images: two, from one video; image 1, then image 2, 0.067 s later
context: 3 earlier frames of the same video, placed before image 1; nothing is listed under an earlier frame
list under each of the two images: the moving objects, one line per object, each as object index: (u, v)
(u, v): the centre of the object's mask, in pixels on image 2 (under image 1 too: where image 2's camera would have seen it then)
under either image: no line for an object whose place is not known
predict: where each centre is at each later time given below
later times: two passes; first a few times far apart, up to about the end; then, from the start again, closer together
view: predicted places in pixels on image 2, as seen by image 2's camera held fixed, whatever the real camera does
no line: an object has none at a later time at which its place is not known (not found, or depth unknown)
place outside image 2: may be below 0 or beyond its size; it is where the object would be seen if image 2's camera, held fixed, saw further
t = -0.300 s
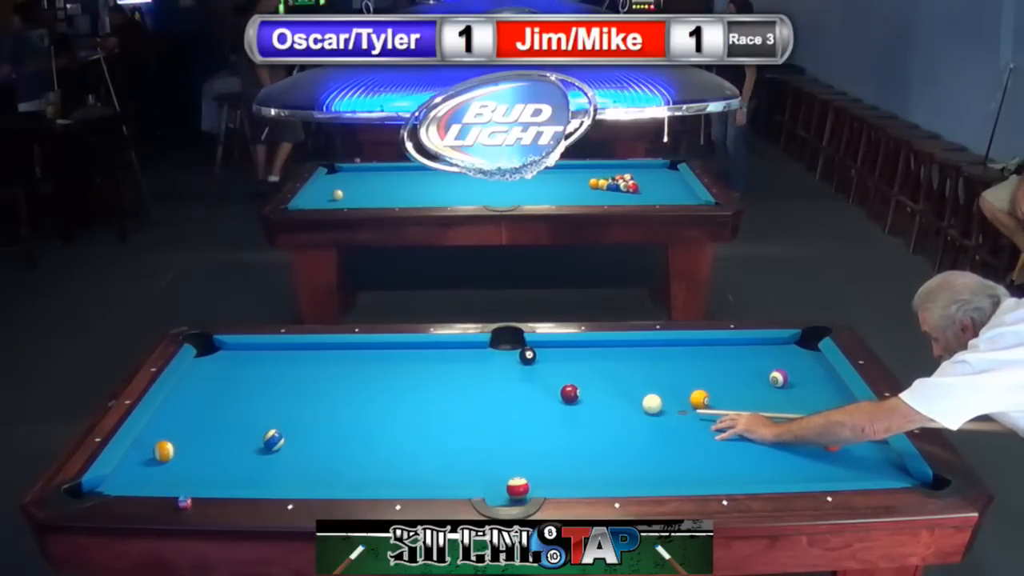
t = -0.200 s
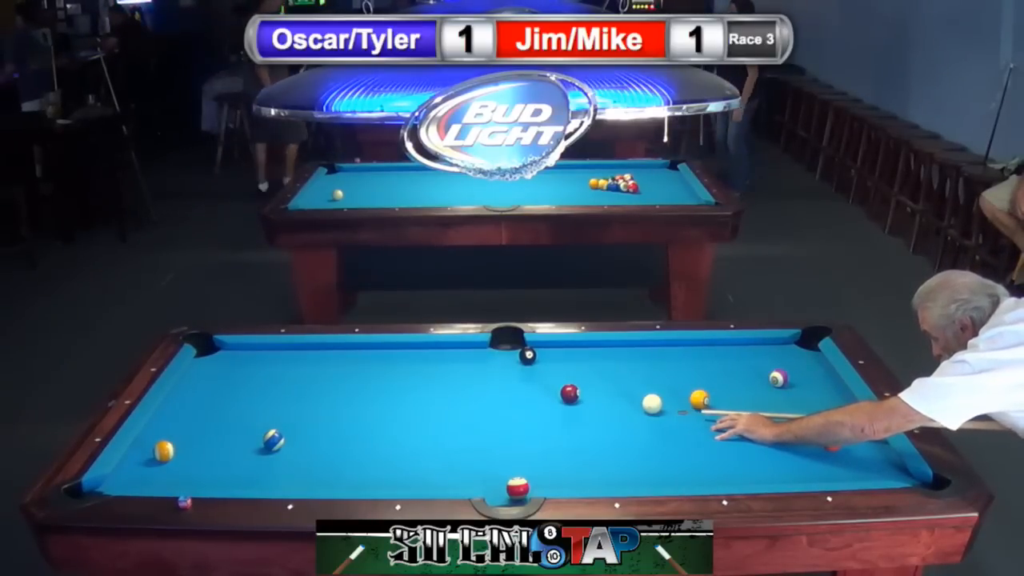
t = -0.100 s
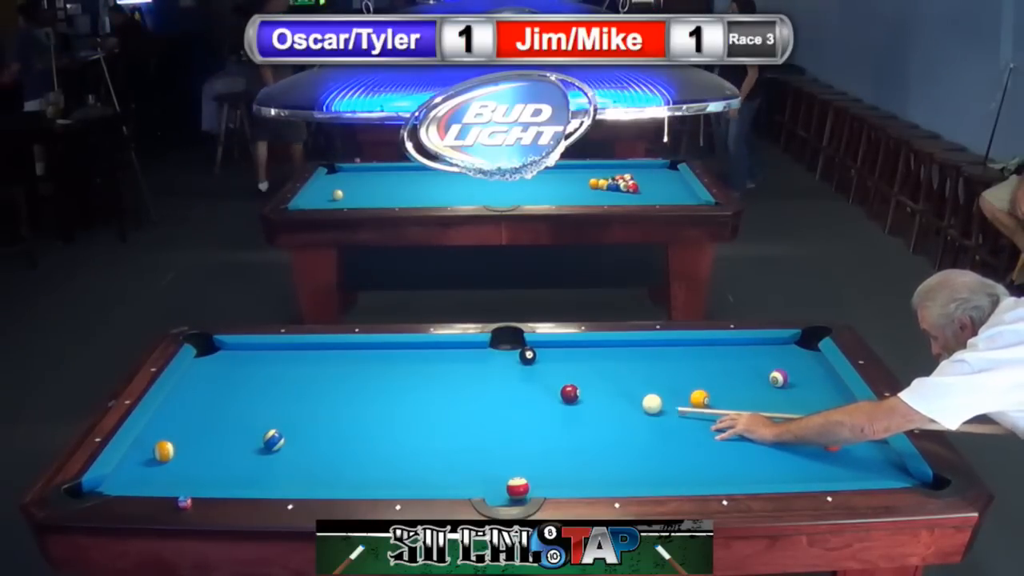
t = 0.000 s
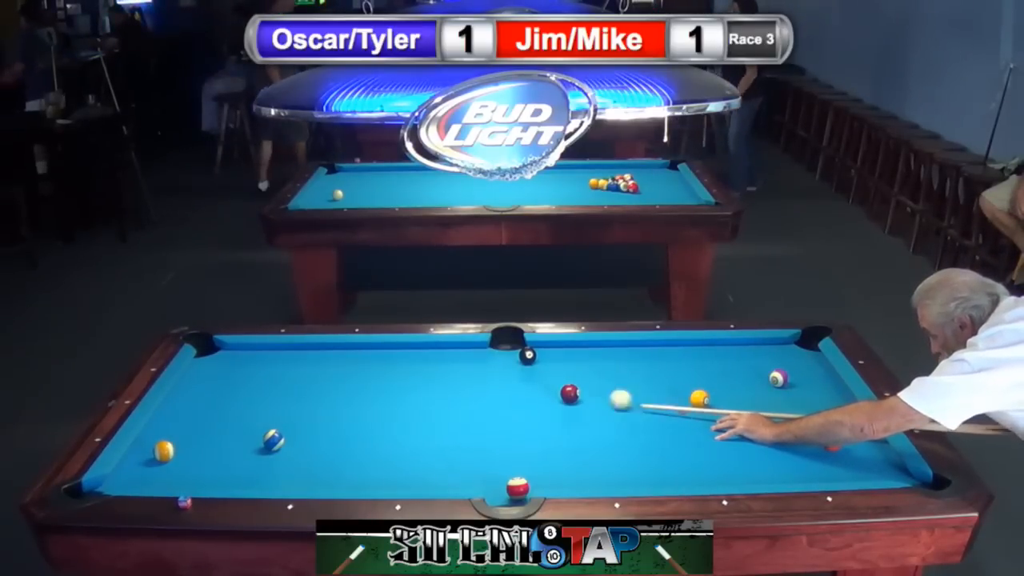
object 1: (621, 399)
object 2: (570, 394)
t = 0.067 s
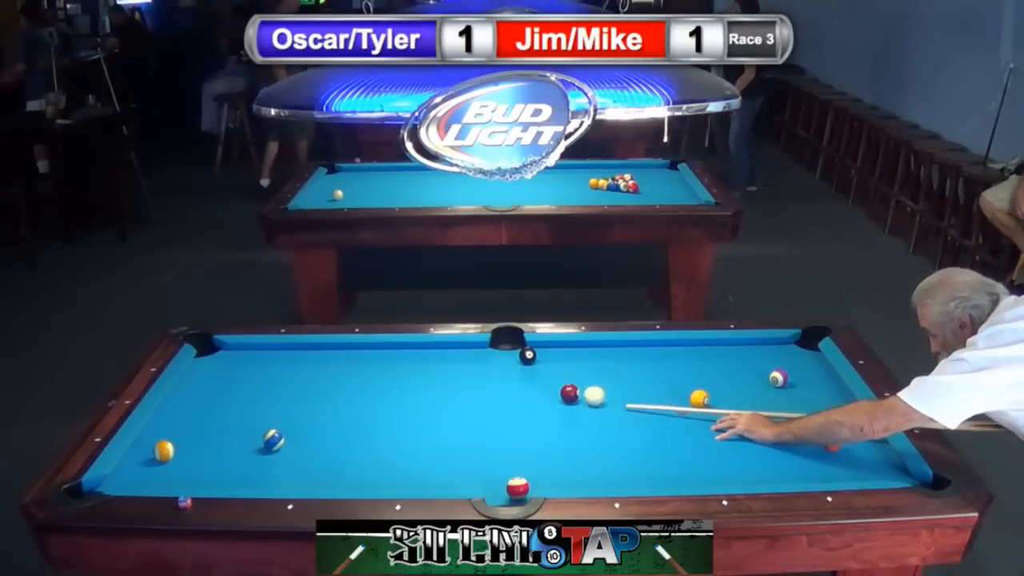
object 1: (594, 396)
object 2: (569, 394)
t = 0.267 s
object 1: (583, 394)
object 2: (526, 388)
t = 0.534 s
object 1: (576, 392)
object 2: (475, 381)
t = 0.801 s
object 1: (571, 391)
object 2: (427, 375)
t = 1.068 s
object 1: (567, 390)
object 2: (383, 369)
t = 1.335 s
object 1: (565, 389)
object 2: (343, 363)
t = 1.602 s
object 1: (565, 389)
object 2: (306, 357)
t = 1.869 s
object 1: (565, 389)
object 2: (272, 352)
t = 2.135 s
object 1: (565, 389)
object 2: (241, 348)
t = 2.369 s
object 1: (565, 389)
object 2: (219, 351)
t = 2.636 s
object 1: (565, 389)
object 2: (207, 350)
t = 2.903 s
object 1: (565, 389)
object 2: (216, 348)
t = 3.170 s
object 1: (565, 389)
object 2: (218, 347)
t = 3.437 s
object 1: (565, 389)
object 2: (217, 348)
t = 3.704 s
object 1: (565, 389)
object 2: (217, 348)
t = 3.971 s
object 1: (565, 389)
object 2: (217, 348)
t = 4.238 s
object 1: (565, 389)
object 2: (217, 348)
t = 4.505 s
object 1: (565, 389)
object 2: (217, 348)
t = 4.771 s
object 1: (565, 389)
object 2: (217, 348)
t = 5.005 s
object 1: (565, 389)
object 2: (217, 348)
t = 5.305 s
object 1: (565, 389)
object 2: (217, 348)
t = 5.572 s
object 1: (565, 389)
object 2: (217, 348)
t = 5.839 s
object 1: (565, 389)
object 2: (217, 348)
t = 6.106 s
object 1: (565, 389)
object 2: (217, 348)
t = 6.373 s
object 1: (565, 389)
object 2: (217, 348)
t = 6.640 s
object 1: (565, 389)
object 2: (217, 348)
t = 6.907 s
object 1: (565, 389)
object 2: (217, 348)
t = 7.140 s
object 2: (217, 348)
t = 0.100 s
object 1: (588, 395)
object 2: (564, 393)
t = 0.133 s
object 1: (588, 395)
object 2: (555, 392)
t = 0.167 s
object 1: (586, 394)
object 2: (546, 391)
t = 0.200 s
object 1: (585, 394)
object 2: (539, 390)
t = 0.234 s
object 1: (584, 394)
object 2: (533, 389)
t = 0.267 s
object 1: (583, 394)
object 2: (526, 388)
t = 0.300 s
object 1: (582, 394)
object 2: (519, 388)
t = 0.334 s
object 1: (581, 393)
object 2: (513, 386)
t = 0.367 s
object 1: (580, 393)
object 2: (506, 386)
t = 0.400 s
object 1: (579, 393)
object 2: (500, 385)
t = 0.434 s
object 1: (578, 393)
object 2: (493, 384)
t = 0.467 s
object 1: (578, 393)
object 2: (487, 383)
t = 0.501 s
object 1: (577, 392)
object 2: (481, 382)
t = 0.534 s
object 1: (576, 392)
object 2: (475, 381)
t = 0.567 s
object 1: (575, 392)
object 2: (469, 381)
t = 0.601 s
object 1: (575, 392)
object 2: (462, 380)
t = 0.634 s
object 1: (574, 392)
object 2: (456, 379)
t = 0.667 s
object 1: (573, 392)
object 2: (451, 378)
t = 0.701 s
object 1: (572, 391)
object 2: (445, 377)
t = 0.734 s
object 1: (572, 391)
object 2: (439, 377)
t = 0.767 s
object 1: (571, 391)
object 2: (433, 376)
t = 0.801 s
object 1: (571, 391)
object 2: (427, 375)
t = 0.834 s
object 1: (570, 391)
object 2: (422, 374)
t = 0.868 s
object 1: (570, 391)
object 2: (416, 374)
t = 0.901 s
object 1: (569, 390)
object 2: (410, 373)
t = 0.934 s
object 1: (569, 390)
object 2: (405, 372)
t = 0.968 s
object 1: (568, 390)
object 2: (399, 371)
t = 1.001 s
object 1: (568, 390)
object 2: (394, 371)
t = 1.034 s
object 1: (567, 390)
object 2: (389, 370)
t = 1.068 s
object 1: (567, 390)
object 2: (383, 369)
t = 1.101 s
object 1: (567, 390)
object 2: (378, 368)
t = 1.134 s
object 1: (566, 390)
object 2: (373, 368)
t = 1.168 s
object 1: (566, 389)
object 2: (368, 367)
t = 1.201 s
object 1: (566, 389)
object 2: (363, 366)
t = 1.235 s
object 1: (566, 389)
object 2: (358, 365)
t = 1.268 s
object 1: (566, 389)
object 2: (353, 365)
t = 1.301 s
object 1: (565, 389)
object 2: (348, 364)
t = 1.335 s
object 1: (565, 389)
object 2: (343, 363)
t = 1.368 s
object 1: (565, 389)
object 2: (338, 363)
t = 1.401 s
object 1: (565, 389)
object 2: (334, 362)
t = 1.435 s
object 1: (565, 389)
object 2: (329, 361)
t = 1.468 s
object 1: (565, 389)
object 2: (324, 361)
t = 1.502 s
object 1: (565, 389)
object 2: (320, 360)
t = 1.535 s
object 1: (565, 389)
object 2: (315, 359)
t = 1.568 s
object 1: (565, 389)
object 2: (310, 358)
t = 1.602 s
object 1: (565, 389)
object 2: (306, 357)
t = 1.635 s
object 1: (565, 389)
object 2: (301, 357)
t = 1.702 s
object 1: (565, 389)
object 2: (293, 356)
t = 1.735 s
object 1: (565, 389)
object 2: (288, 355)
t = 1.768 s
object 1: (565, 389)
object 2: (284, 354)
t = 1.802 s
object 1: (565, 389)
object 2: (280, 354)
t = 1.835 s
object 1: (565, 389)
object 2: (276, 353)
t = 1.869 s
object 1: (565, 389)
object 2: (272, 352)
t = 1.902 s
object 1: (565, 389)
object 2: (268, 352)
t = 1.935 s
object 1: (565, 389)
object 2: (264, 351)
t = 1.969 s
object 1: (565, 389)
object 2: (260, 350)
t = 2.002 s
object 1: (565, 389)
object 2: (255, 350)
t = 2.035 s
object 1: (565, 389)
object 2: (252, 350)
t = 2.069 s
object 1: (565, 389)
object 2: (248, 349)
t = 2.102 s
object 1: (565, 389)
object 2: (244, 348)
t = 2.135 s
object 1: (565, 389)
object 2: (241, 348)
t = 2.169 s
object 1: (565, 389)
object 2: (237, 349)
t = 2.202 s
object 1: (565, 389)
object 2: (234, 349)
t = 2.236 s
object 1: (565, 389)
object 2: (231, 350)
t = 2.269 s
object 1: (565, 389)
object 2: (227, 350)
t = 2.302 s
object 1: (565, 389)
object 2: (225, 350)
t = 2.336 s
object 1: (565, 389)
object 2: (222, 350)
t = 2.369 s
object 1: (565, 389)
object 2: (219, 351)
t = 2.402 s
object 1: (565, 389)
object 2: (215, 351)
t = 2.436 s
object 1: (565, 389)
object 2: (212, 351)
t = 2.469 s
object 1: (565, 389)
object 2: (209, 351)
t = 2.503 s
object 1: (565, 389)
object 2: (206, 351)
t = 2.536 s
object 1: (565, 389)
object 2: (204, 352)
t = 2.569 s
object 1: (565, 389)
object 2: (205, 351)
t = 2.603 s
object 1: (565, 389)
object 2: (206, 351)
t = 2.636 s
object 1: (565, 389)
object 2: (207, 350)
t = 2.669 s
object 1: (565, 389)
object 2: (208, 350)
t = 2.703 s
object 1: (565, 389)
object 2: (209, 350)
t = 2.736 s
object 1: (565, 389)
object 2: (210, 350)
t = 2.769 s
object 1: (565, 389)
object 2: (211, 349)
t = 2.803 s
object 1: (565, 389)
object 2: (212, 349)
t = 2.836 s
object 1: (565, 389)
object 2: (214, 348)
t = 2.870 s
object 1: (565, 389)
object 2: (214, 348)
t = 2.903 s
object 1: (565, 389)
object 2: (216, 348)
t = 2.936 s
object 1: (565, 389)
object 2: (217, 348)
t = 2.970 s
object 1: (565, 389)
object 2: (217, 347)
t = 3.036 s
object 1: (565, 389)
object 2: (219, 347)
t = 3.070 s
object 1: (565, 389)
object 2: (219, 347)
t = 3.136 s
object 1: (565, 389)
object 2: (218, 347)
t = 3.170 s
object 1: (565, 389)
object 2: (218, 347)
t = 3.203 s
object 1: (565, 389)
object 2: (218, 347)
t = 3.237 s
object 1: (565, 389)
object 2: (218, 347)
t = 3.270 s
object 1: (565, 389)
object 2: (217, 348)
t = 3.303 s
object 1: (565, 389)
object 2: (217, 348)
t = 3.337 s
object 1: (565, 389)
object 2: (217, 348)
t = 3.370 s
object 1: (565, 389)
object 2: (217, 348)
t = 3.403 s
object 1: (565, 389)
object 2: (217, 348)
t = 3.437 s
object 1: (565, 389)
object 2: (217, 348)
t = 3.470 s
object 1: (565, 389)
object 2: (217, 348)
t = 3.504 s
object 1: (565, 389)
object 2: (217, 348)
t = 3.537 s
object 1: (565, 389)
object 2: (217, 348)
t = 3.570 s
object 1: (565, 389)
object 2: (217, 348)
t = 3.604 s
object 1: (565, 389)
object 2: (217, 348)
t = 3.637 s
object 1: (565, 389)
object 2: (217, 348)
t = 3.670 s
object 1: (565, 389)
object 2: (217, 348)
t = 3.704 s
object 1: (565, 389)
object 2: (217, 348)
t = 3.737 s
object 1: (565, 389)
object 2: (217, 348)
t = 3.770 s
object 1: (565, 389)
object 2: (217, 348)
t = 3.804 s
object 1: (565, 389)
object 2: (217, 348)
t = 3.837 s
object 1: (565, 389)
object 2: (217, 348)
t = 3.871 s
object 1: (565, 389)
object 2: (217, 348)
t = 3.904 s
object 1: (565, 389)
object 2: (217, 348)
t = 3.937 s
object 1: (565, 389)
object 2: (217, 348)
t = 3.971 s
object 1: (565, 389)
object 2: (217, 348)
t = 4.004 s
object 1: (565, 389)
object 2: (217, 348)
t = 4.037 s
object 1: (565, 389)
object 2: (217, 348)
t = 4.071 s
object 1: (565, 389)
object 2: (217, 348)
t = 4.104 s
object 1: (565, 389)
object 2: (217, 348)
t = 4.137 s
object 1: (565, 389)
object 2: (217, 348)
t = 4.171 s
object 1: (565, 389)
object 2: (217, 348)
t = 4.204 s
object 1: (565, 389)
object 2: (217, 348)
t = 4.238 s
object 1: (565, 389)
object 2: (217, 348)
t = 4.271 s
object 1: (565, 389)
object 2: (217, 348)
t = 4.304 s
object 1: (565, 389)
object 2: (217, 348)
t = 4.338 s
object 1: (565, 389)
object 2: (217, 348)
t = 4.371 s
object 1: (565, 389)
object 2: (217, 348)
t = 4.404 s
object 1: (565, 389)
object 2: (217, 348)
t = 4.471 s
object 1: (565, 389)
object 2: (217, 348)
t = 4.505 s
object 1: (565, 389)
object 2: (217, 348)
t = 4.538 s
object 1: (565, 389)
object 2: (217, 348)
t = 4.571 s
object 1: (565, 389)
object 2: (217, 348)
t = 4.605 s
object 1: (565, 389)
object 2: (217, 348)
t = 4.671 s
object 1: (565, 389)
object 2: (217, 348)
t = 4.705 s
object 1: (565, 389)
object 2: (217, 348)
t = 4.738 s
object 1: (565, 389)
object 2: (217, 348)
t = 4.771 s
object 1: (565, 389)
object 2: (217, 348)
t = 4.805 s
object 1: (565, 389)
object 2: (217, 348)
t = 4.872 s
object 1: (565, 389)
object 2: (217, 348)
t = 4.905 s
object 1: (565, 389)
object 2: (217, 348)
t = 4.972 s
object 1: (565, 389)
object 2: (217, 348)
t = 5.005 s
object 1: (565, 389)
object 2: (217, 348)
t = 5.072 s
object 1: (565, 389)
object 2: (217, 348)
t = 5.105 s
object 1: (565, 389)
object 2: (217, 348)
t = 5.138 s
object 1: (565, 389)
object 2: (217, 348)
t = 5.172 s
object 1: (565, 389)
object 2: (217, 348)
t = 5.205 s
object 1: (565, 389)
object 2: (217, 348)
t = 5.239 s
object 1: (565, 389)
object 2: (217, 348)
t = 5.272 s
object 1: (565, 389)
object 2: (217, 348)
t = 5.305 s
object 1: (565, 389)
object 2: (217, 348)
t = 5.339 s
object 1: (565, 389)
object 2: (217, 348)
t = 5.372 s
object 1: (565, 389)
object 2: (217, 348)
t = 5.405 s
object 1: (565, 389)
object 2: (217, 348)
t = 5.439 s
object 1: (565, 389)
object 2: (217, 348)
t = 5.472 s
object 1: (565, 389)
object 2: (217, 348)
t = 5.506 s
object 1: (565, 389)
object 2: (217, 348)
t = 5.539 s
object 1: (565, 389)
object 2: (217, 348)
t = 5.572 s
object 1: (565, 389)
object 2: (217, 348)
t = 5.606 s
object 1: (565, 389)
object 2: (217, 348)
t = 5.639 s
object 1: (565, 389)
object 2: (217, 348)
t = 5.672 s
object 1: (565, 389)
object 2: (217, 348)
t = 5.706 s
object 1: (565, 389)
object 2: (217, 348)
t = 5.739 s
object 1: (565, 389)
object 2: (217, 348)
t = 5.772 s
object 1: (565, 389)
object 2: (217, 348)
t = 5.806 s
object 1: (565, 389)
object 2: (217, 348)
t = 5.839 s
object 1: (565, 389)
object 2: (217, 348)
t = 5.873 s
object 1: (565, 389)
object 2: (217, 348)
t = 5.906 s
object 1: (565, 389)
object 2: (217, 348)
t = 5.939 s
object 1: (565, 389)
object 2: (217, 348)
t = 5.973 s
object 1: (565, 389)
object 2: (217, 348)
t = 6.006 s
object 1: (565, 389)
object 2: (217, 348)
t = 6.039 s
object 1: (565, 389)
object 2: (217, 348)
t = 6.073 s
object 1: (565, 389)
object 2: (217, 348)
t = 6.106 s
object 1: (565, 389)
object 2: (217, 348)
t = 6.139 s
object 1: (565, 389)
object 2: (217, 348)
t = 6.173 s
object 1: (565, 389)
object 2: (217, 348)
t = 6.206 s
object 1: (565, 389)
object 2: (217, 348)
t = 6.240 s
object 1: (565, 389)
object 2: (217, 348)
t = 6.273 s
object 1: (565, 389)
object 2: (217, 348)
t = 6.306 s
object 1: (565, 389)
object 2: (217, 348)
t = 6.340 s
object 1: (565, 389)
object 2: (217, 348)
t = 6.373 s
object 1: (565, 389)
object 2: (217, 348)
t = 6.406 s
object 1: (565, 389)
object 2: (217, 348)
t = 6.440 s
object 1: (565, 389)
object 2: (217, 348)
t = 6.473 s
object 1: (565, 389)
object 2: (217, 348)
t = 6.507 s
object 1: (565, 389)
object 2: (217, 348)
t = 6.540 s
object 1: (565, 389)
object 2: (217, 348)
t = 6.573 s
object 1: (565, 389)
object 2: (217, 348)
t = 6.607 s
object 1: (565, 389)
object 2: (217, 348)
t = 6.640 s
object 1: (565, 389)
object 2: (217, 348)
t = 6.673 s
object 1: (565, 389)
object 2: (217, 348)
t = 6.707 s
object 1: (565, 389)
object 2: (217, 348)
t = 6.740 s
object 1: (565, 389)
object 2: (217, 348)
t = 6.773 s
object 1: (565, 389)
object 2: (217, 348)
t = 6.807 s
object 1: (565, 389)
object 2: (217, 348)
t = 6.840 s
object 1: (565, 389)
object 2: (217, 348)
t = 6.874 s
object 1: (565, 389)
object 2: (217, 348)
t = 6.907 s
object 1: (565, 389)
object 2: (217, 348)
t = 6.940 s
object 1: (565, 389)
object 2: (217, 348)
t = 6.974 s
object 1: (565, 389)
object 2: (217, 348)
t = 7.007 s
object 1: (565, 389)
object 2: (217, 348)
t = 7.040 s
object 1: (561, 390)
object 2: (217, 348)
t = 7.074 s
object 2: (217, 348)
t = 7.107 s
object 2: (217, 348)
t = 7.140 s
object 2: (217, 348)
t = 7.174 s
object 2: (217, 348)
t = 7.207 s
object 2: (217, 348)
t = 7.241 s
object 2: (217, 348)
